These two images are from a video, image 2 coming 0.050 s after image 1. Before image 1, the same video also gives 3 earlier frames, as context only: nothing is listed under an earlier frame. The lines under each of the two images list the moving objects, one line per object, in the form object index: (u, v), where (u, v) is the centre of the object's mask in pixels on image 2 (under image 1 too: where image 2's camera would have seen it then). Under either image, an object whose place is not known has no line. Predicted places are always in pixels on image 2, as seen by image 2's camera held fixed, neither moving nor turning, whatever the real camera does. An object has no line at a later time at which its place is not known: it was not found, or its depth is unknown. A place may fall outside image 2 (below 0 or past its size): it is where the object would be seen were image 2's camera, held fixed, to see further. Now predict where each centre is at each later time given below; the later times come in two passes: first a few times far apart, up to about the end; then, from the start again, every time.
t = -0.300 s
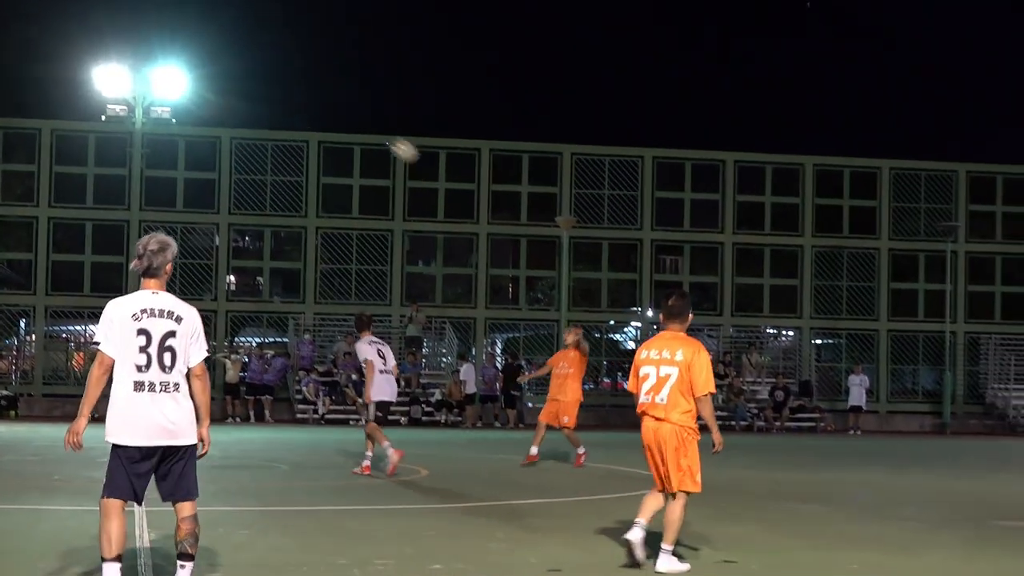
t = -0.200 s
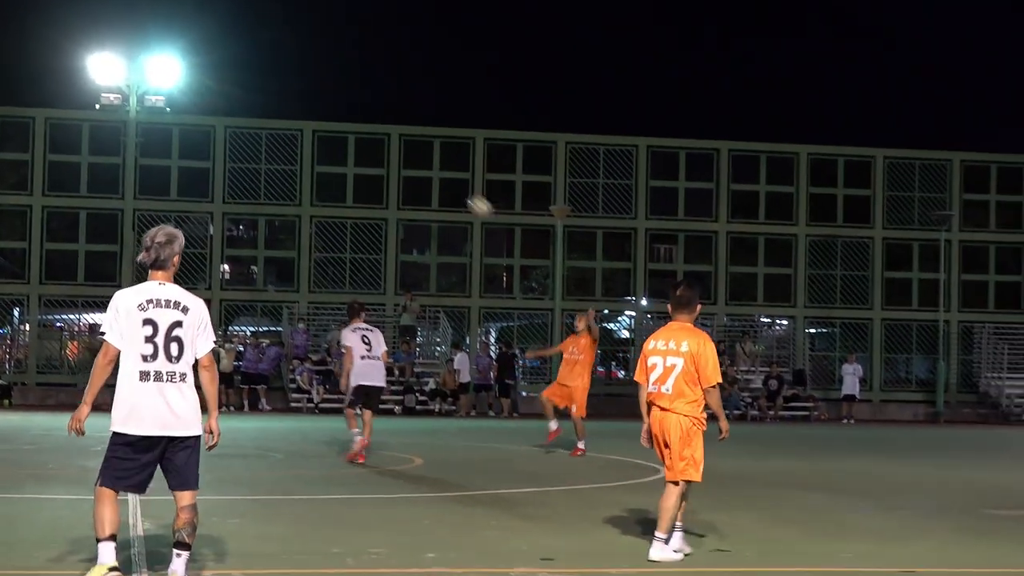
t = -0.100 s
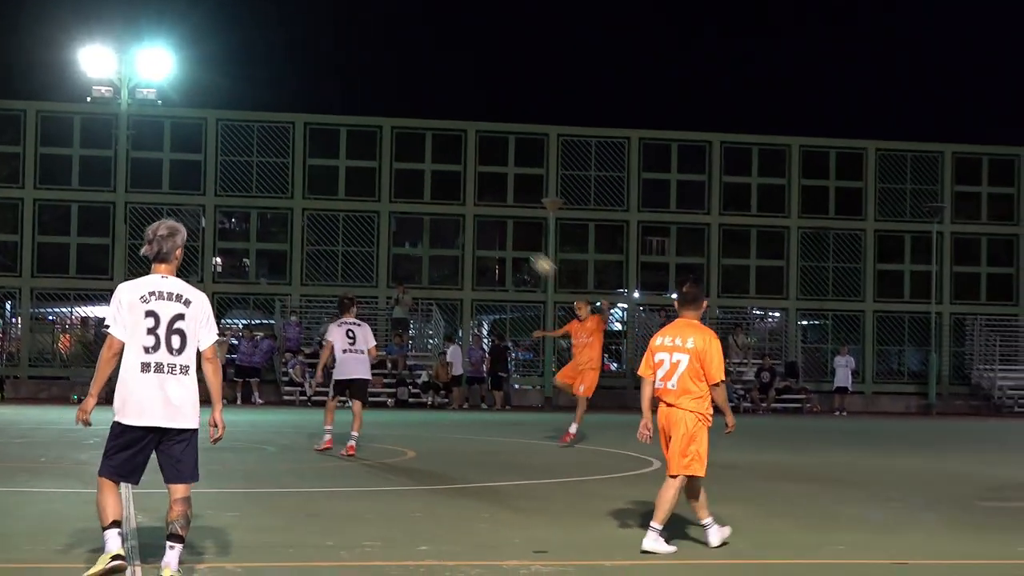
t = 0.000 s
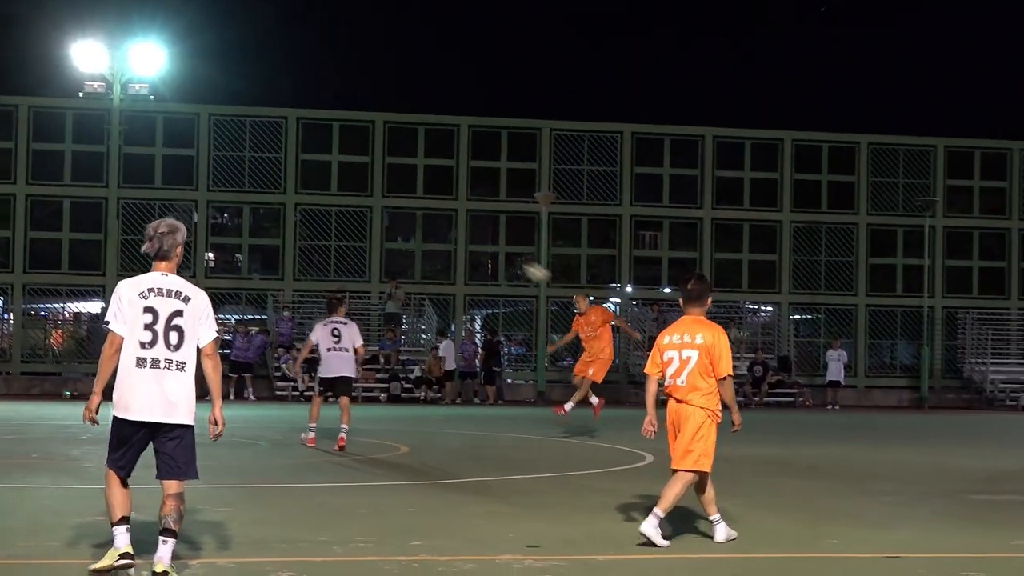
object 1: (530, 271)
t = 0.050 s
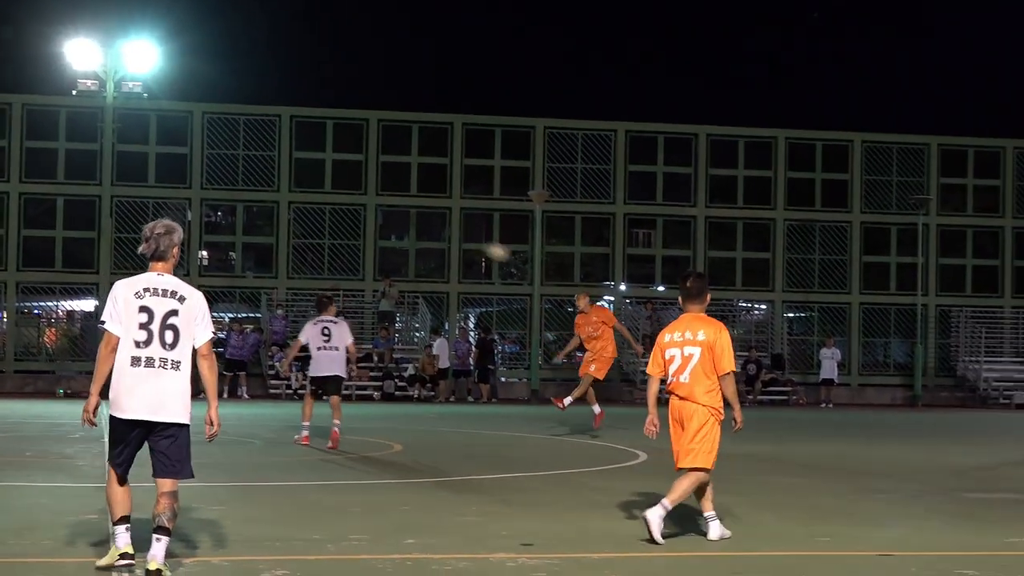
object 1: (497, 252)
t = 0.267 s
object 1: (351, 192)
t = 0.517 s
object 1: (171, 171)
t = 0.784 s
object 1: (-13, 210)
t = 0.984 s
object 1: (-176, 287)
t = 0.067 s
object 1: (486, 246)
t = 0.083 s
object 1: (474, 241)
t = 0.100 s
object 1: (464, 234)
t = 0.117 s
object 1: (453, 229)
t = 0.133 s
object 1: (441, 224)
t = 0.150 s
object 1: (430, 219)
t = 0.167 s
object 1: (419, 215)
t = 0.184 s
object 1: (408, 211)
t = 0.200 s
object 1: (396, 207)
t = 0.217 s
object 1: (385, 203)
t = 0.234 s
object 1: (373, 200)
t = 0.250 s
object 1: (362, 196)
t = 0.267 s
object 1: (351, 192)
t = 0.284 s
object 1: (339, 190)
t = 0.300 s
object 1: (328, 187)
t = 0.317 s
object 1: (315, 185)
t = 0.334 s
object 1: (305, 182)
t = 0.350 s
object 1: (293, 181)
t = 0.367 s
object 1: (281, 179)
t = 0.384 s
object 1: (268, 177)
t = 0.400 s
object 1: (257, 176)
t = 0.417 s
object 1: (244, 174)
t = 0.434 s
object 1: (232, 173)
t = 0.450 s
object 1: (220, 173)
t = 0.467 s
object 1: (208, 172)
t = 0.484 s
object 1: (196, 171)
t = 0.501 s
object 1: (184, 171)
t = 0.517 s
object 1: (171, 171)
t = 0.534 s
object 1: (159, 171)
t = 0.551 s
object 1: (148, 171)
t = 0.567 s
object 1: (135, 172)
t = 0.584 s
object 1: (124, 173)
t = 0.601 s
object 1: (112, 174)
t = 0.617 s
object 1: (101, 176)
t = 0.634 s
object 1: (89, 178)
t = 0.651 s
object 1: (78, 181)
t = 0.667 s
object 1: (67, 184)
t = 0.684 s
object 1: (56, 187)
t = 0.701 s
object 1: (44, 190)
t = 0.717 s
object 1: (33, 194)
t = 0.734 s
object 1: (22, 197)
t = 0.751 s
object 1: (10, 201)
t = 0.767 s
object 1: (-2, 205)
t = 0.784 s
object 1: (-13, 210)
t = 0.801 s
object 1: (-25, 214)
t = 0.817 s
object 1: (-38, 219)
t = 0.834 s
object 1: (-51, 225)
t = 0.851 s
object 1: (-64, 231)
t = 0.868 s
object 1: (-77, 236)
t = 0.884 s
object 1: (-91, 243)
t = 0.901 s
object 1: (-105, 249)
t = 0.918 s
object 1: (-118, 255)
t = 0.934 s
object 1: (-133, 262)
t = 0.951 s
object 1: (-147, 271)
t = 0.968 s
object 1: (-162, 278)
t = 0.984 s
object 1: (-176, 287)
